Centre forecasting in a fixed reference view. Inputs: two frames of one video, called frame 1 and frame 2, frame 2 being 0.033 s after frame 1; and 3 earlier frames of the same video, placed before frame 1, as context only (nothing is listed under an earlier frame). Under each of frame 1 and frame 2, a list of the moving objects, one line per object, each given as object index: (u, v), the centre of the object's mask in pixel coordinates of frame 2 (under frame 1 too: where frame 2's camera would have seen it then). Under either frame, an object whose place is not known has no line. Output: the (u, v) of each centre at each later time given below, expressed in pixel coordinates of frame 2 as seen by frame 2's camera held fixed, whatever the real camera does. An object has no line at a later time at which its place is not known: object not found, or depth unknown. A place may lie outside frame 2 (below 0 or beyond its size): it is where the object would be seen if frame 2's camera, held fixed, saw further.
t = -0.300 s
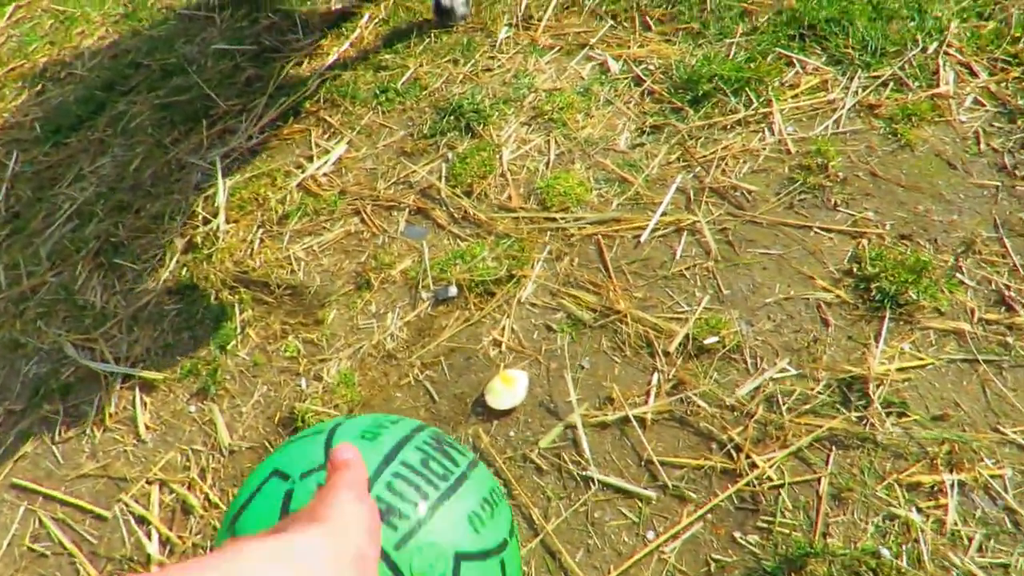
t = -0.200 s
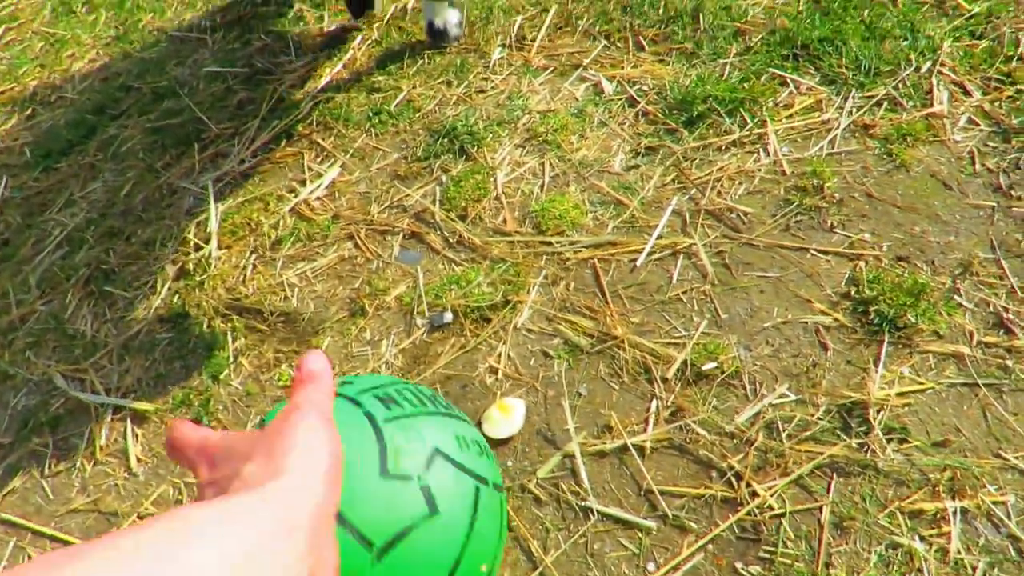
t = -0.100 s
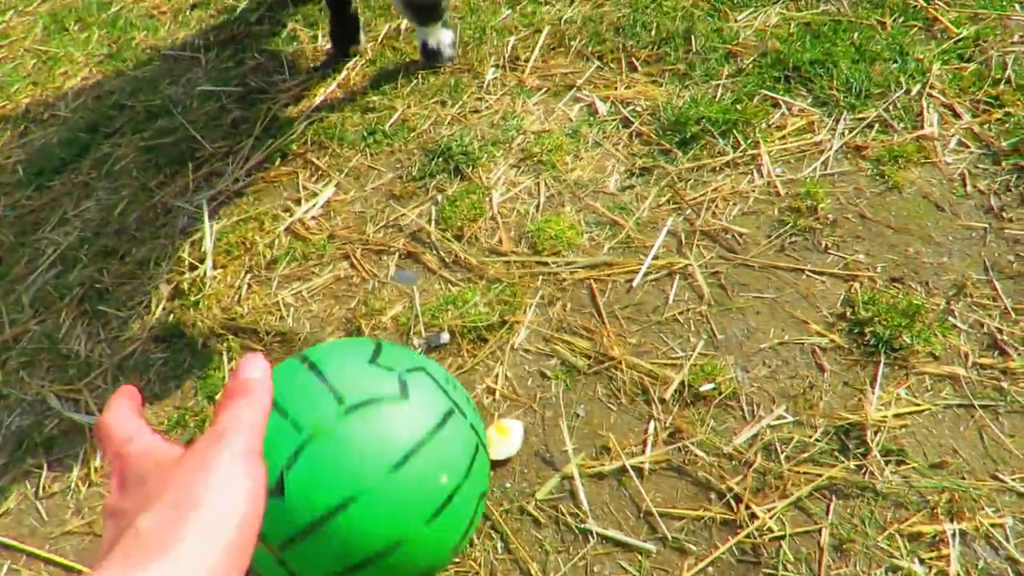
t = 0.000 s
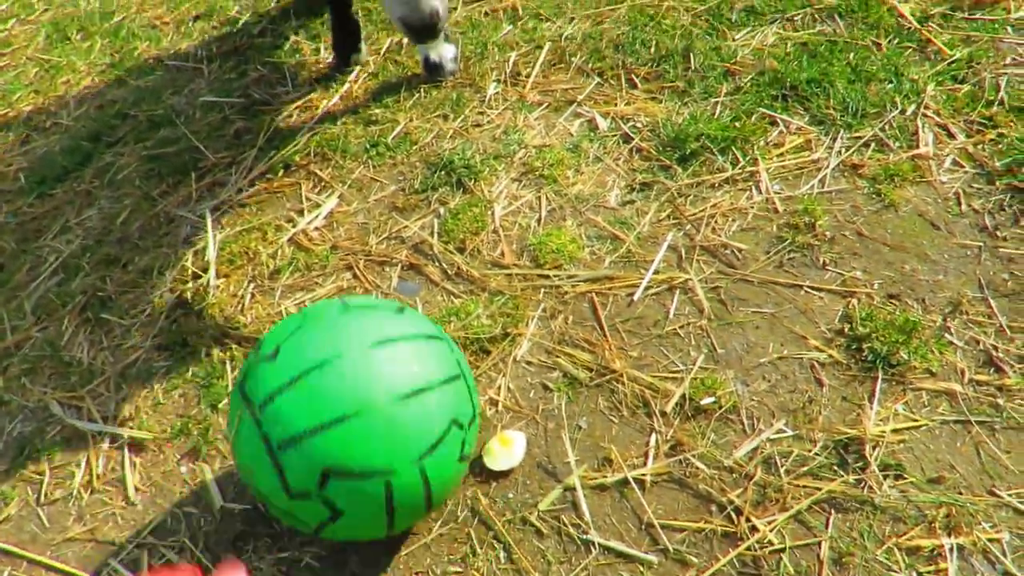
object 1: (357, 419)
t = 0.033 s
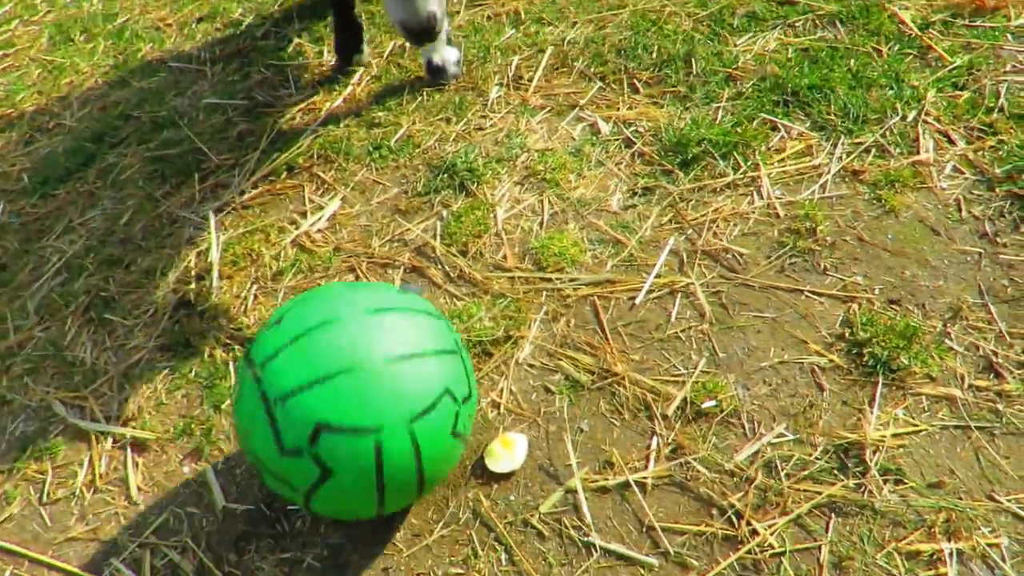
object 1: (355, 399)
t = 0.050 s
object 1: (354, 391)
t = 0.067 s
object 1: (353, 382)
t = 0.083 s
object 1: (352, 373)
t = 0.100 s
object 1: (351, 364)
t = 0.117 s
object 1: (350, 356)
